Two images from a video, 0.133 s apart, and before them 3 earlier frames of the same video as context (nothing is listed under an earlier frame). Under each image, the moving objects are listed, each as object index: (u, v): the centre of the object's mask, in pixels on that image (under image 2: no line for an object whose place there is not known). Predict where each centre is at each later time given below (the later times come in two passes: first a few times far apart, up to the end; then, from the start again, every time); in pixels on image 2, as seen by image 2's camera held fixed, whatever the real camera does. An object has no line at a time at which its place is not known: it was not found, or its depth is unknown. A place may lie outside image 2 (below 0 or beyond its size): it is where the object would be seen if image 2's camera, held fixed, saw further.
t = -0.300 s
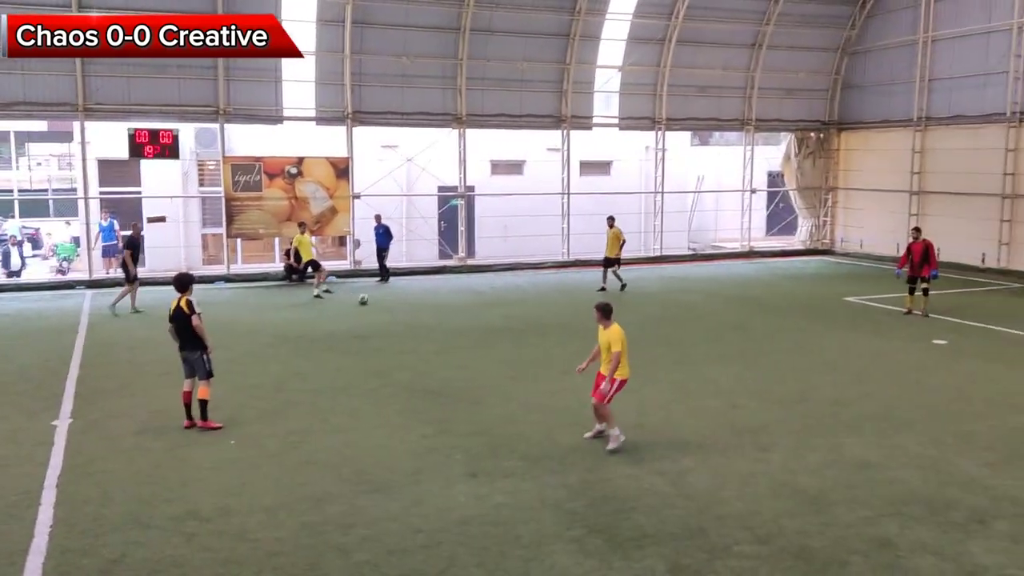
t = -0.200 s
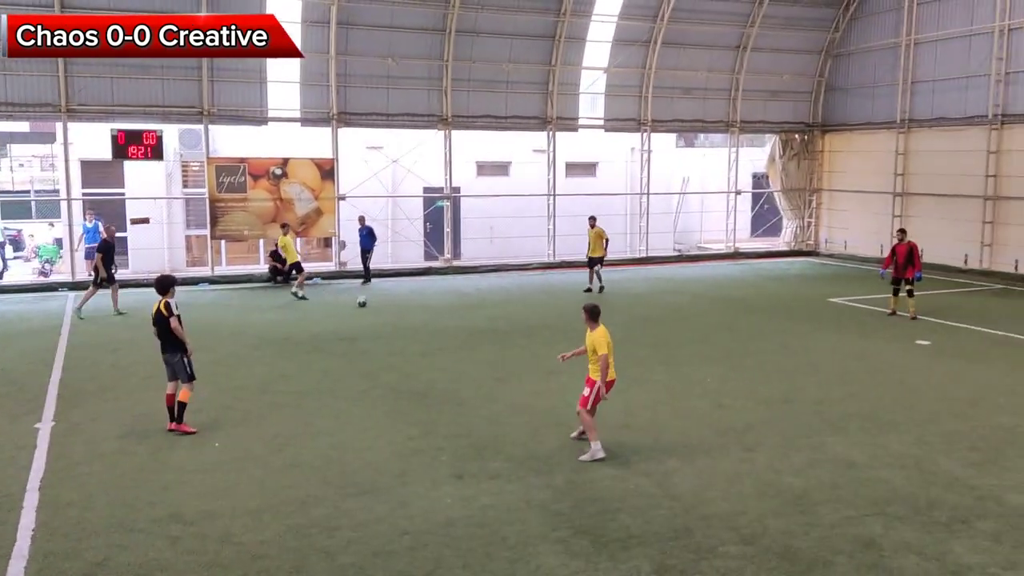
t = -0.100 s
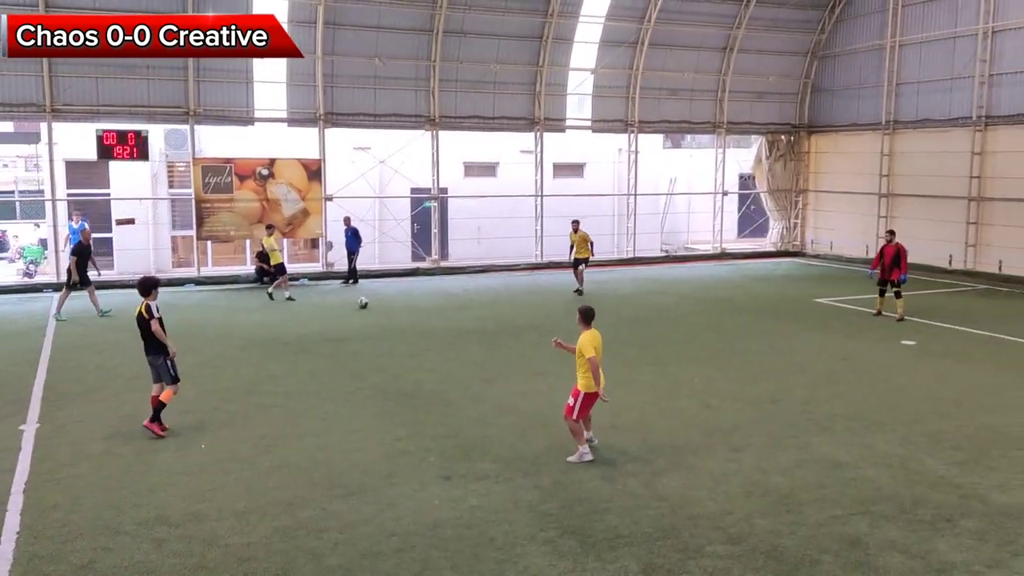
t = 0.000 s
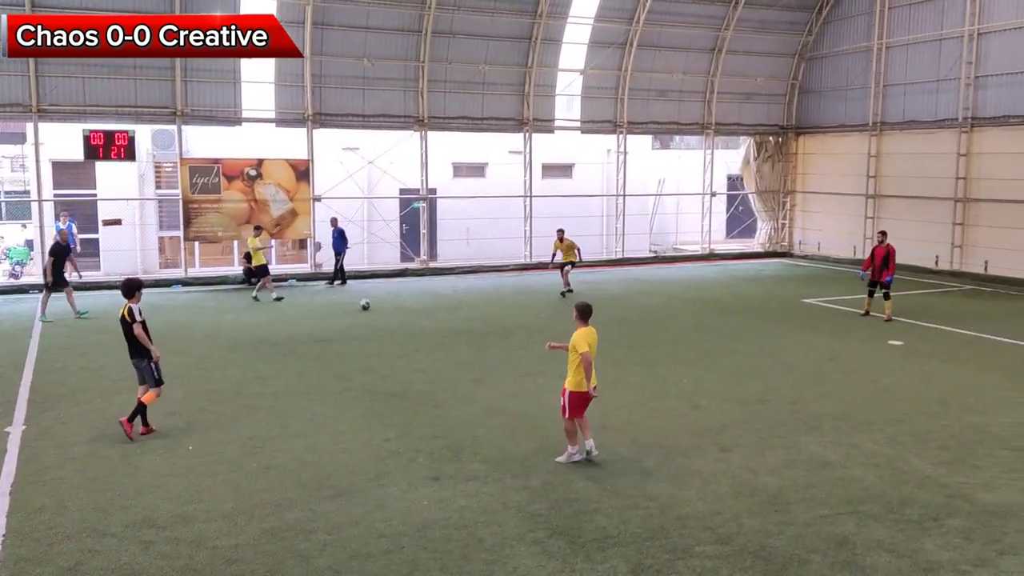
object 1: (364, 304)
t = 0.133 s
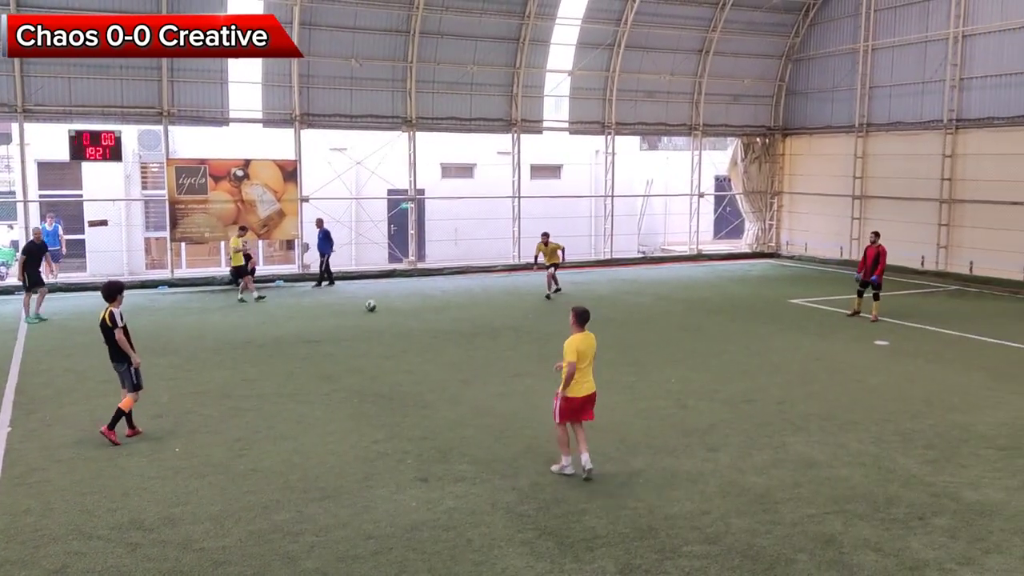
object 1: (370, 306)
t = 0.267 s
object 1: (388, 307)
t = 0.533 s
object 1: (423, 308)
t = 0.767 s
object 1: (453, 308)
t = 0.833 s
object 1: (460, 308)
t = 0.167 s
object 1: (375, 306)
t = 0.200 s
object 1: (380, 306)
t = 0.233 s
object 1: (384, 307)
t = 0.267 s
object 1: (388, 307)
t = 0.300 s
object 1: (393, 307)
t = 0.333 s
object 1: (397, 307)
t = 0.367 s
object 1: (401, 307)
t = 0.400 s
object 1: (405, 307)
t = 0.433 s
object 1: (410, 307)
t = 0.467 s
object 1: (414, 307)
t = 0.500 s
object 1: (419, 307)
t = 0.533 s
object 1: (423, 308)
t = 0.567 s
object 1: (427, 308)
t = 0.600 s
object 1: (432, 308)
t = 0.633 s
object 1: (436, 307)
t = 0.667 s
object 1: (440, 308)
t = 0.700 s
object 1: (444, 308)
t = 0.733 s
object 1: (448, 308)
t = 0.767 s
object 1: (453, 308)
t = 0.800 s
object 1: (456, 308)
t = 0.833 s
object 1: (460, 308)
